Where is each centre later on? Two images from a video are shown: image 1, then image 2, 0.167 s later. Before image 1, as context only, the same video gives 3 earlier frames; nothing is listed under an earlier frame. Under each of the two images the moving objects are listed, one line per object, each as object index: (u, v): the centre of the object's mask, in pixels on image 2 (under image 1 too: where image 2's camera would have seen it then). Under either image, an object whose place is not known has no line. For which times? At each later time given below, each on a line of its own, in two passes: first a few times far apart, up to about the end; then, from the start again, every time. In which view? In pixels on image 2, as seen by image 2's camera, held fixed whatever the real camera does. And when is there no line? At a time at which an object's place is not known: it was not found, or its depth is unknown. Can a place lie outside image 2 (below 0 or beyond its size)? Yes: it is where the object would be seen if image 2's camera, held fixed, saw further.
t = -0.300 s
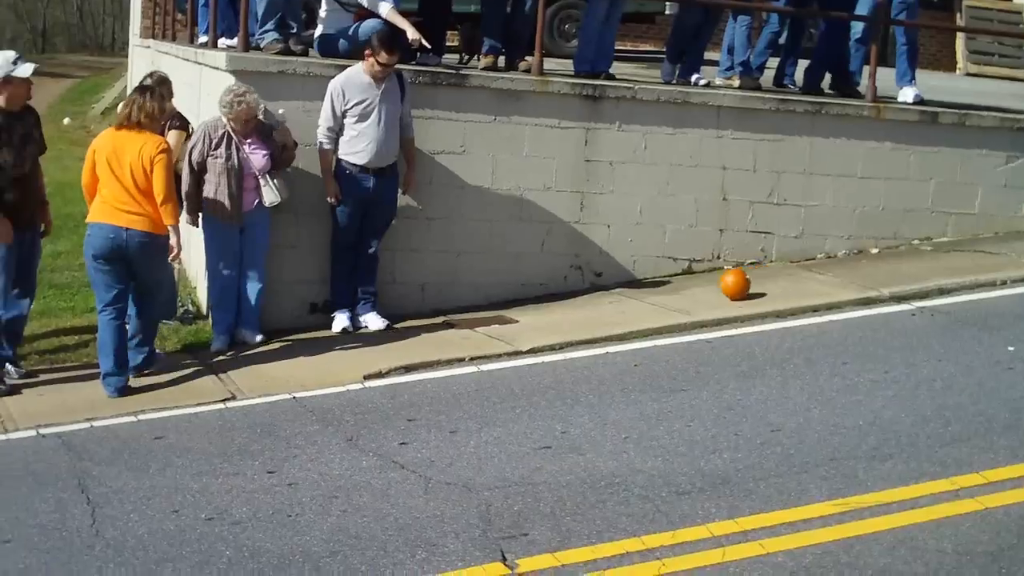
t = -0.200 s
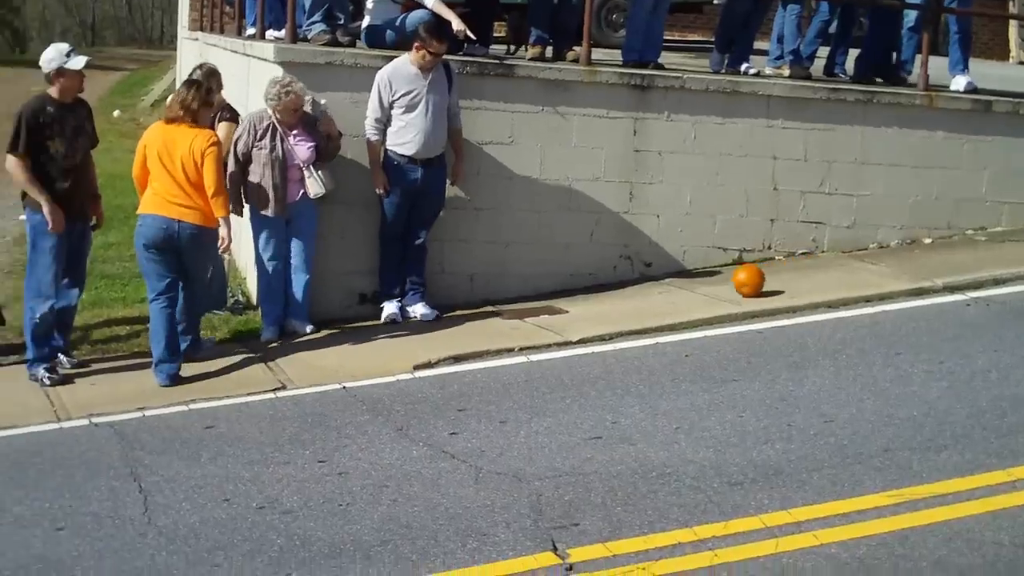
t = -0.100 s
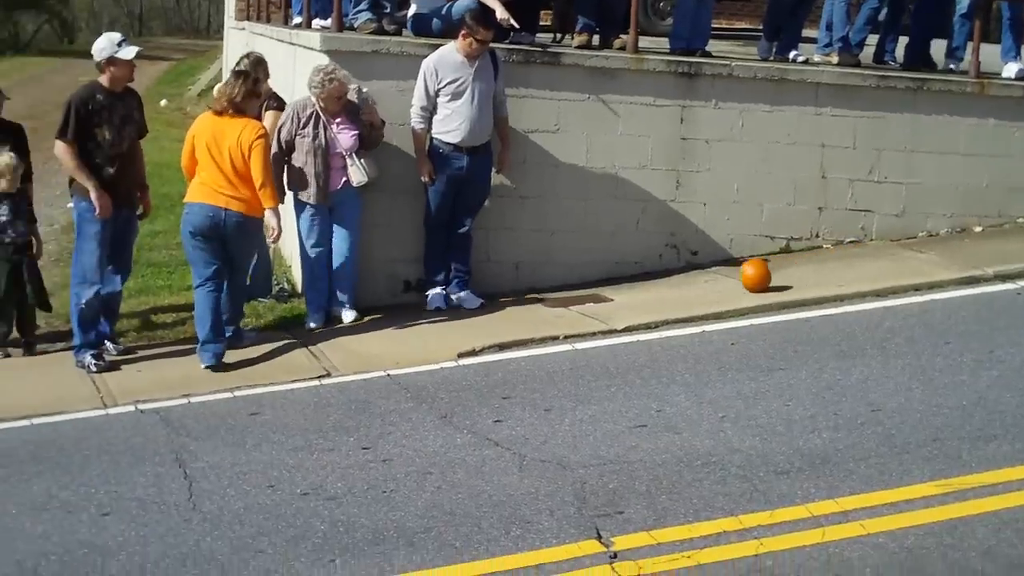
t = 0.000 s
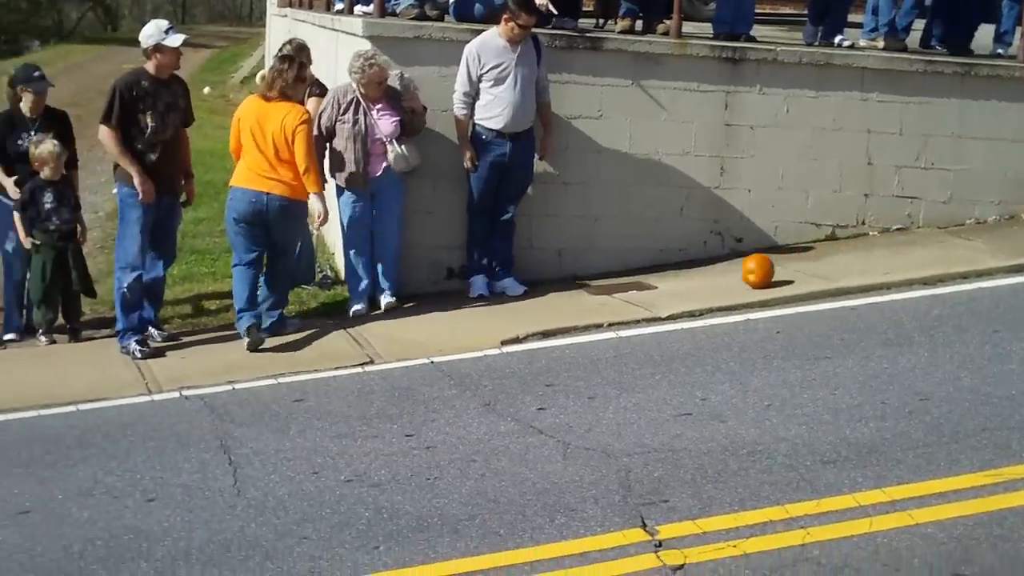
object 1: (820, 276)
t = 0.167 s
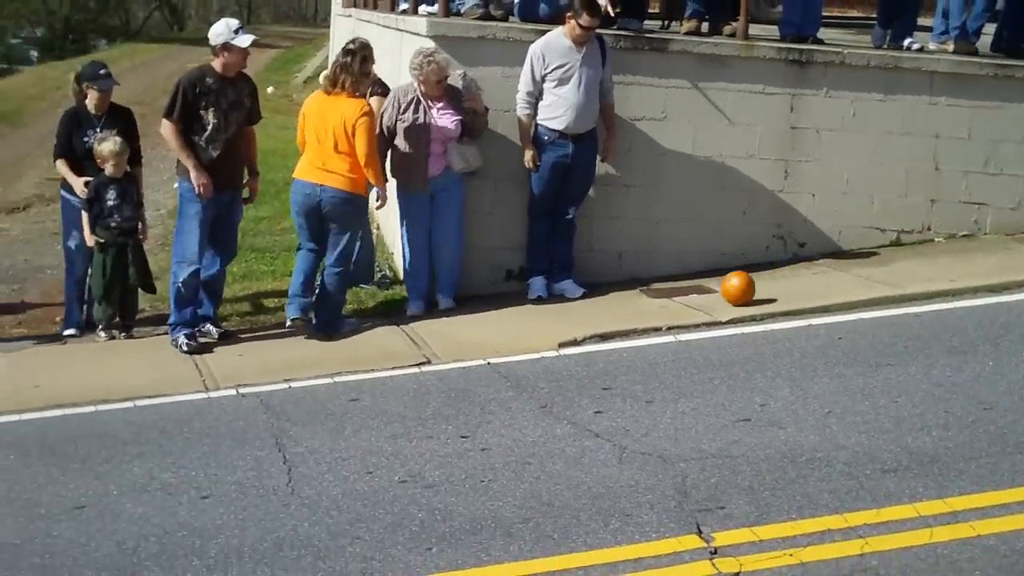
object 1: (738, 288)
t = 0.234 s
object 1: (702, 294)
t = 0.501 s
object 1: (554, 311)
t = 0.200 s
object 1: (720, 291)
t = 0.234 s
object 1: (702, 294)
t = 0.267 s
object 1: (684, 296)
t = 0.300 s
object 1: (667, 297)
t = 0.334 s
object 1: (649, 300)
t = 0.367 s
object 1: (630, 300)
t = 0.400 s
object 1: (612, 300)
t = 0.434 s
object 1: (593, 303)
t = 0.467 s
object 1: (574, 307)
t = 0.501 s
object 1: (554, 311)
